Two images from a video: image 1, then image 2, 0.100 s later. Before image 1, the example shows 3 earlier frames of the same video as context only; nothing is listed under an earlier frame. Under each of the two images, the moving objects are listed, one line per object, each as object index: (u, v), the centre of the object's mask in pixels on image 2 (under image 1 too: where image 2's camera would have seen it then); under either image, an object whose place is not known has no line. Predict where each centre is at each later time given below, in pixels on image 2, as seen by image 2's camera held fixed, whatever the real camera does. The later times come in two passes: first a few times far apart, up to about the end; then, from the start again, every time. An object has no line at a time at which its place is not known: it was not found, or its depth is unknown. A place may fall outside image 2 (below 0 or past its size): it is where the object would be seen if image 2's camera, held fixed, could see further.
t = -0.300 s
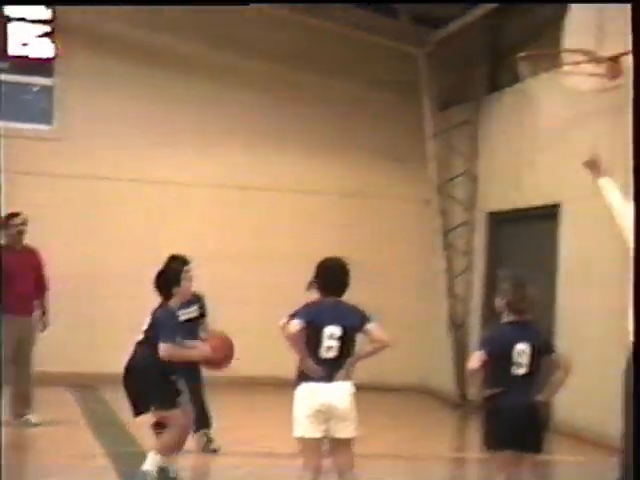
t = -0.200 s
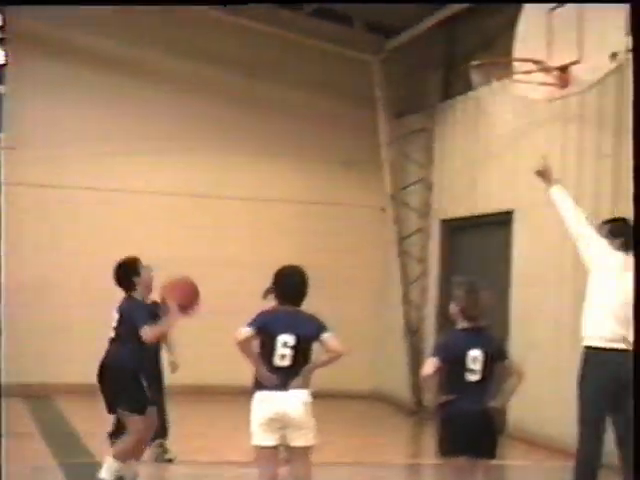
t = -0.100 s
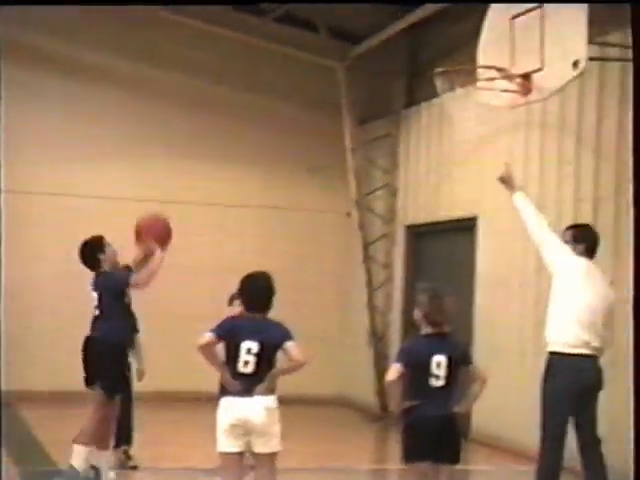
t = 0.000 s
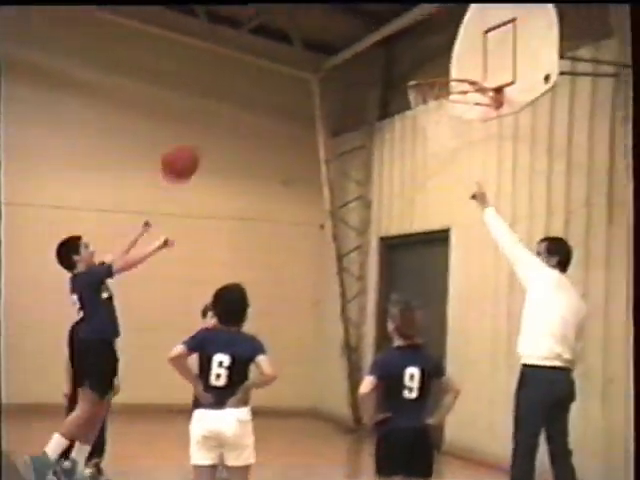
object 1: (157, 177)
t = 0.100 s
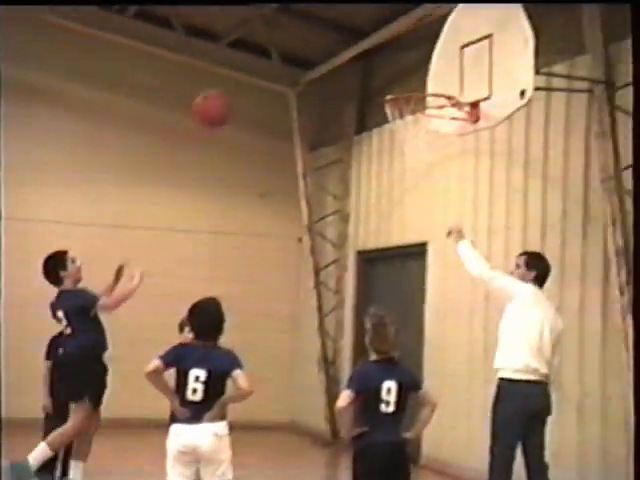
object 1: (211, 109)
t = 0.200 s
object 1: (262, 59)
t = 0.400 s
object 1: (358, 15)
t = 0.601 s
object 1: (449, 27)
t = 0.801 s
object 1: (406, 83)
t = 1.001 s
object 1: (401, 85)
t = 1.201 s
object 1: (376, 110)
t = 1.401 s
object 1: (364, 184)
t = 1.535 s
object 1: (349, 263)
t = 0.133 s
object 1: (228, 92)
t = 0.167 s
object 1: (245, 75)
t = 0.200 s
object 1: (262, 59)
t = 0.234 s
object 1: (279, 47)
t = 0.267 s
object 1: (294, 37)
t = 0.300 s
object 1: (311, 31)
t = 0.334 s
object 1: (326, 23)
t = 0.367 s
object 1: (342, 18)
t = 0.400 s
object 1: (358, 15)
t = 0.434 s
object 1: (373, 13)
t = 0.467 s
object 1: (390, 12)
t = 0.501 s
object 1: (404, 13)
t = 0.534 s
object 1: (419, 17)
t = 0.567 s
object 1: (435, 23)
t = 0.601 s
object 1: (449, 27)
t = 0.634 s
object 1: (465, 36)
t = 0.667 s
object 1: (453, 44)
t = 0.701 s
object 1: (442, 52)
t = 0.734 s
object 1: (429, 62)
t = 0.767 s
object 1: (418, 74)
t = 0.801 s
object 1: (406, 83)
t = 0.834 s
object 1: (406, 79)
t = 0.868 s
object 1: (405, 79)
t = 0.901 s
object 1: (405, 79)
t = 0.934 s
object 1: (404, 80)
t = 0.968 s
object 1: (404, 81)
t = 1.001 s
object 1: (401, 85)
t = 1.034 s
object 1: (399, 84)
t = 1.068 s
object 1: (395, 85)
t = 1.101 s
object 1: (392, 86)
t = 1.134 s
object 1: (386, 91)
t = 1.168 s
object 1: (380, 101)
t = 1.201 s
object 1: (376, 110)
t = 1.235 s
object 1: (376, 119)
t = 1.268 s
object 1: (376, 128)
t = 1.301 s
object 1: (374, 140)
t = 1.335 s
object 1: (370, 154)
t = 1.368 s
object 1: (367, 168)
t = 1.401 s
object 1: (364, 184)
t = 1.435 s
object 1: (360, 202)
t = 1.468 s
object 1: (358, 221)
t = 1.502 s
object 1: (353, 242)
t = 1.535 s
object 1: (349, 263)
